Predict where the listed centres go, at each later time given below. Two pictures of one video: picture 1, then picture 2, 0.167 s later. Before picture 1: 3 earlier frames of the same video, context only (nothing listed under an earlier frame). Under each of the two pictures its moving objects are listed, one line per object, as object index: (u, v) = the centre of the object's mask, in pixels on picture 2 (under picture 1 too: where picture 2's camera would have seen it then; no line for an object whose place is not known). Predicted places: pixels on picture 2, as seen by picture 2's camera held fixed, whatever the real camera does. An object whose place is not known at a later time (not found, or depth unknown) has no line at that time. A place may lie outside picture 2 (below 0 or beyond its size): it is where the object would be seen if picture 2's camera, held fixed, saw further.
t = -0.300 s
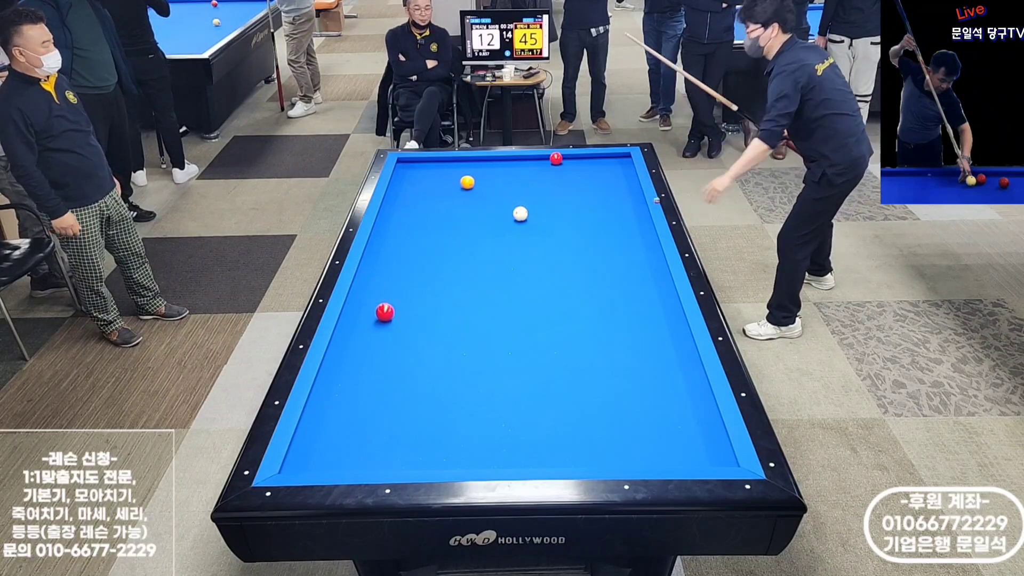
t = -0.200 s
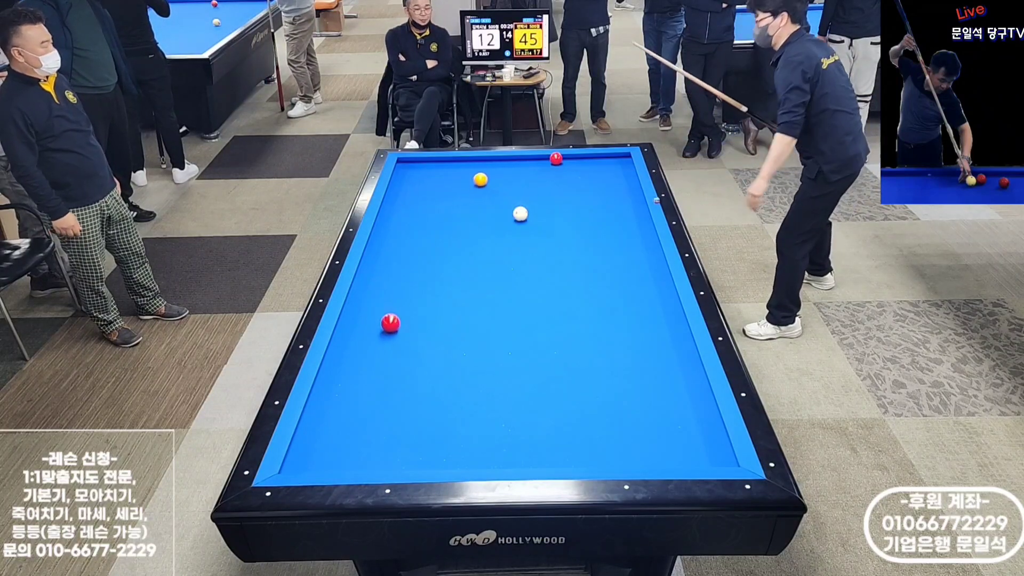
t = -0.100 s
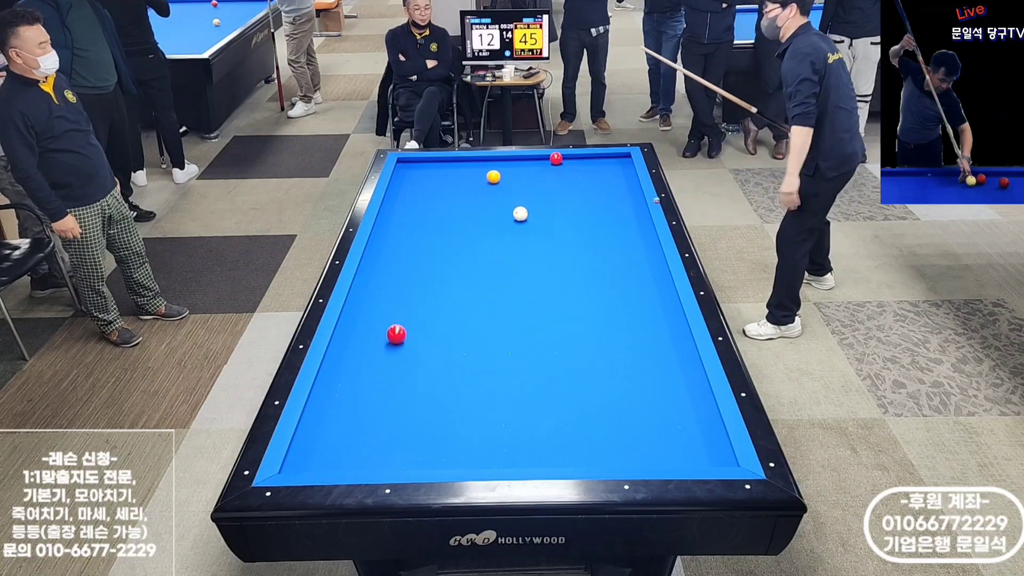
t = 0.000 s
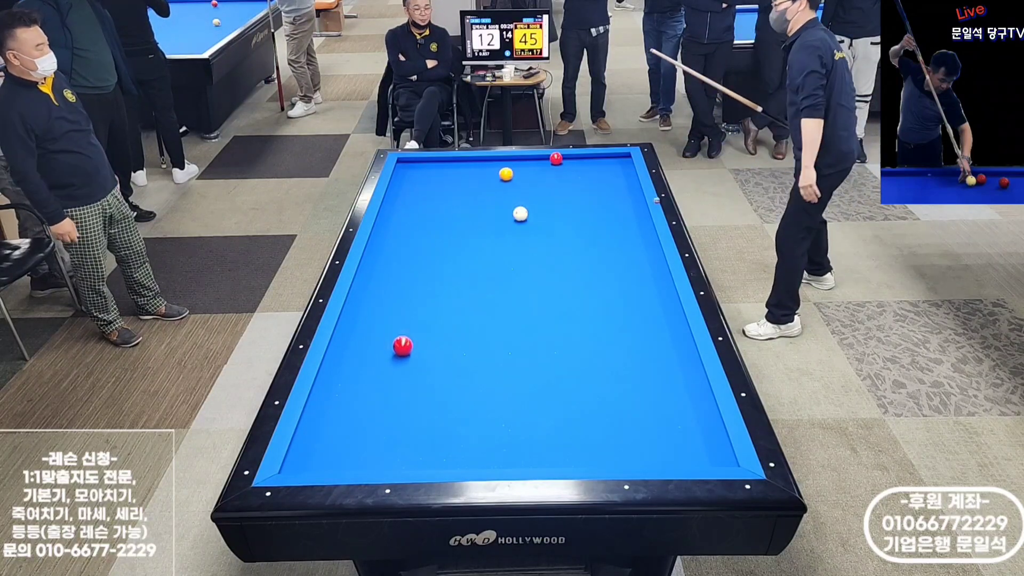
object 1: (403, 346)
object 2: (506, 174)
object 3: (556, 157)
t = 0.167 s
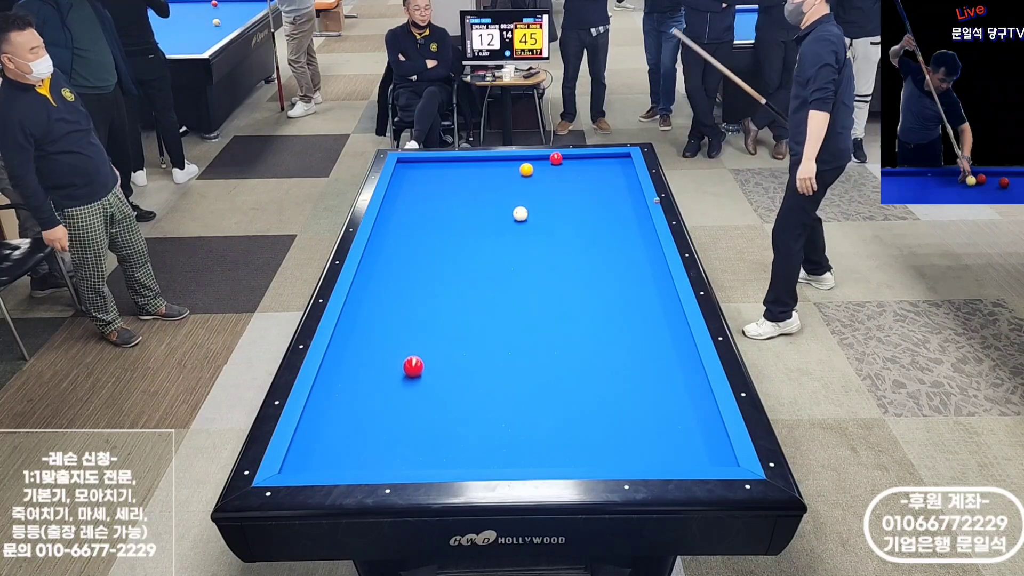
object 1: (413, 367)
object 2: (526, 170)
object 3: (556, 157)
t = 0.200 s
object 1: (415, 371)
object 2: (530, 169)
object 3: (556, 157)
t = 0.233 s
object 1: (418, 375)
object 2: (534, 168)
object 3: (556, 157)
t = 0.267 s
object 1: (420, 380)
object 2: (538, 167)
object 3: (556, 157)
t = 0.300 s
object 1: (422, 384)
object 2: (542, 166)
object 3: (556, 157)
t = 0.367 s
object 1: (427, 393)
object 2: (549, 165)
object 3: (557, 157)
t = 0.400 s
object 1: (430, 398)
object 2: (553, 164)
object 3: (557, 156)
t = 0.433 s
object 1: (432, 403)
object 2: (558, 163)
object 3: (555, 155)
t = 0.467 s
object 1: (434, 408)
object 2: (561, 163)
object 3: (554, 156)
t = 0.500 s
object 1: (437, 413)
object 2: (565, 162)
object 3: (555, 157)
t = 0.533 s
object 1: (439, 418)
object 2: (569, 162)
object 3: (556, 157)
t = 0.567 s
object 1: (442, 423)
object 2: (573, 162)
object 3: (556, 156)
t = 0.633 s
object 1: (447, 433)
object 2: (580, 161)
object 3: (556, 157)
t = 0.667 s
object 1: (450, 439)
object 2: (584, 161)
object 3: (556, 157)
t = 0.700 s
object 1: (453, 444)
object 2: (588, 160)
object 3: (556, 157)
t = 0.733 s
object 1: (456, 450)
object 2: (591, 160)
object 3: (556, 157)
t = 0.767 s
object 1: (459, 455)
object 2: (595, 160)
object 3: (556, 158)
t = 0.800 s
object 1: (462, 459)
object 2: (599, 159)
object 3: (556, 158)
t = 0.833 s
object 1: (465, 460)
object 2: (603, 159)
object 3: (556, 158)
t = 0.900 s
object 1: (472, 453)
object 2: (610, 158)
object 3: (557, 159)
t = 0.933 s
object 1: (475, 450)
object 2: (614, 158)
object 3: (557, 159)
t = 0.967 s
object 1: (479, 446)
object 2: (617, 158)
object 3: (557, 159)
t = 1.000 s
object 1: (482, 443)
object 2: (621, 157)
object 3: (557, 160)
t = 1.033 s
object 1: (485, 440)
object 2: (624, 157)
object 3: (557, 160)
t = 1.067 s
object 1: (488, 437)
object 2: (623, 157)
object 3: (557, 160)
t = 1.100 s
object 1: (492, 433)
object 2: (621, 157)
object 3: (557, 160)
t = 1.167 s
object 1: (498, 428)
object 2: (616, 157)
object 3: (557, 160)
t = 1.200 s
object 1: (501, 425)
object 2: (614, 157)
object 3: (557, 161)
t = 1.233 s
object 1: (504, 422)
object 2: (612, 157)
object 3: (557, 161)
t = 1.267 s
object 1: (507, 419)
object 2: (610, 157)
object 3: (557, 161)
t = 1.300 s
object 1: (510, 416)
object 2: (608, 157)
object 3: (557, 161)
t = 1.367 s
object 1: (515, 411)
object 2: (604, 158)
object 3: (557, 162)
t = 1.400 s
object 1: (518, 408)
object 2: (602, 158)
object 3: (557, 162)
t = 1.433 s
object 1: (521, 405)
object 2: (600, 158)
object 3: (557, 162)
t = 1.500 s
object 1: (526, 400)
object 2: (596, 158)
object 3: (557, 162)
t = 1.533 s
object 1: (529, 397)
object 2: (595, 158)
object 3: (557, 162)
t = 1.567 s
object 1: (532, 395)
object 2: (593, 158)
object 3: (557, 162)
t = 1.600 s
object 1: (534, 392)
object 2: (591, 158)
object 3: (557, 162)
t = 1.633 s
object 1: (537, 390)
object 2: (589, 158)
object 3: (557, 163)
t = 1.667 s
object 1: (539, 388)
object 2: (587, 158)
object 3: (557, 163)
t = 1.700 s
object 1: (542, 385)
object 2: (585, 158)
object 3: (558, 163)
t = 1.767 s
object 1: (547, 380)
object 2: (581, 158)
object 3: (558, 164)
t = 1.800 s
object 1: (549, 378)
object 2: (580, 159)
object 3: (558, 164)
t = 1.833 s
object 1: (551, 376)
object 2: (578, 159)
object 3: (558, 164)
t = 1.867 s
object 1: (554, 373)
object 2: (576, 159)
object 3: (558, 164)
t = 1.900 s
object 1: (556, 371)
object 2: (574, 159)
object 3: (558, 164)
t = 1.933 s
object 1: (559, 369)
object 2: (573, 159)
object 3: (558, 164)
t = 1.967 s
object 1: (561, 367)
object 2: (571, 159)
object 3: (558, 164)
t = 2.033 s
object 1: (565, 363)
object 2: (568, 159)
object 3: (558, 165)
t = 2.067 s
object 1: (568, 360)
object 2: (566, 159)
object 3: (558, 165)
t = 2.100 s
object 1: (570, 358)
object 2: (564, 158)
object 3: (558, 165)
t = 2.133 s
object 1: (572, 356)
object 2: (563, 158)
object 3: (558, 166)
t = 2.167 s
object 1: (574, 354)
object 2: (561, 158)
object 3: (559, 166)
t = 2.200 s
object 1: (576, 352)
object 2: (558, 158)
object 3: (559, 166)
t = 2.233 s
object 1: (578, 350)
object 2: (556, 158)
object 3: (559, 166)
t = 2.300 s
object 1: (582, 346)
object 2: (553, 159)
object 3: (559, 166)
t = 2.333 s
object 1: (584, 344)
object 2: (551, 159)
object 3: (559, 166)
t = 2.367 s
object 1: (587, 343)
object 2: (550, 160)
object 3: (559, 166)
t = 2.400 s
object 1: (589, 341)
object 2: (548, 160)
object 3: (559, 166)
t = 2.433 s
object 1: (590, 339)
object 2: (546, 160)
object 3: (559, 166)
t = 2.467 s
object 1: (592, 337)
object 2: (545, 160)
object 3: (559, 166)
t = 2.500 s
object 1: (594, 335)
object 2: (543, 160)
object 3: (559, 166)
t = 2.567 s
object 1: (598, 332)
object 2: (540, 160)
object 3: (559, 166)
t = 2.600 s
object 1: (600, 330)
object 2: (538, 160)
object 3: (559, 166)
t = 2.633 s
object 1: (602, 328)
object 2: (537, 161)
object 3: (559, 166)
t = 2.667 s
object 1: (604, 326)
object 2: (535, 161)
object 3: (559, 166)
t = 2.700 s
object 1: (606, 325)
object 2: (534, 161)
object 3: (559, 166)
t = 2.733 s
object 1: (607, 323)
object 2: (532, 161)
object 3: (559, 166)
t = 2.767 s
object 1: (609, 321)
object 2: (531, 161)
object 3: (559, 166)
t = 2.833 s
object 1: (613, 318)
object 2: (528, 161)
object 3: (559, 167)
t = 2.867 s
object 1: (614, 316)
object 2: (526, 161)
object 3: (559, 167)
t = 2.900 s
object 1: (616, 315)
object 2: (525, 161)
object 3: (559, 167)
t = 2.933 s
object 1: (618, 313)
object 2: (523, 162)
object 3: (559, 167)
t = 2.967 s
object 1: (620, 312)
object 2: (522, 162)
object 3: (559, 167)
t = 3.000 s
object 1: (621, 310)
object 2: (520, 162)
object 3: (559, 167)
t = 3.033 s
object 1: (623, 309)
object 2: (519, 162)
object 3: (559, 167)
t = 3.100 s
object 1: (626, 306)
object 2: (516, 162)
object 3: (559, 167)
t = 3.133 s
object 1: (627, 304)
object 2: (514, 162)
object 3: (559, 167)
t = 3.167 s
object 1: (629, 303)
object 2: (513, 162)
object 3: (559, 167)
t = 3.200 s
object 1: (631, 301)
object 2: (511, 162)
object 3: (559, 167)
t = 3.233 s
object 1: (632, 300)
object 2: (510, 162)
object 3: (559, 167)
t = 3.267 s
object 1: (634, 298)
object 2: (508, 162)
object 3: (559, 167)
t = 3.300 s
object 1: (635, 297)
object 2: (507, 163)
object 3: (559, 167)
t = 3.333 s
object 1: (637, 296)
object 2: (506, 163)
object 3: (559, 167)
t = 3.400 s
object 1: (640, 293)
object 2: (503, 163)
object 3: (559, 167)
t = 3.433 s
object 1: (641, 291)
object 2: (501, 163)
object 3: (559, 167)
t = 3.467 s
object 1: (643, 290)
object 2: (500, 163)
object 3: (559, 167)
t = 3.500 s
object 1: (644, 289)
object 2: (499, 163)
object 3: (559, 167)
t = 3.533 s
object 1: (646, 288)
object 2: (497, 163)
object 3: (559, 167)
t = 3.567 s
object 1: (647, 286)
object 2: (496, 163)
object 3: (559, 167)
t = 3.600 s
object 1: (649, 285)
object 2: (494, 163)
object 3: (559, 167)
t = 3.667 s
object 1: (652, 283)
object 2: (492, 164)
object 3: (559, 167)
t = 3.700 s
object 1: (653, 281)
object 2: (490, 164)
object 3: (559, 167)
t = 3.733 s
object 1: (654, 280)
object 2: (489, 164)
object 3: (559, 167)
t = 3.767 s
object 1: (655, 279)
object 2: (488, 164)
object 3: (559, 167)
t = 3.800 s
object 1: (657, 278)
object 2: (487, 164)
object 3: (559, 167)
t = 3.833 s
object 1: (658, 276)
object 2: (485, 164)
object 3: (559, 167)
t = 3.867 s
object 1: (660, 275)
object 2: (484, 164)
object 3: (559, 167)
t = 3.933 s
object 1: (662, 273)
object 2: (482, 164)
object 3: (559, 167)
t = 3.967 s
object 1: (661, 272)
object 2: (480, 164)
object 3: (559, 167)
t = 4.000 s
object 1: (660, 271)
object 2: (479, 164)
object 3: (559, 167)
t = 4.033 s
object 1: (658, 270)
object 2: (478, 164)
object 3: (559, 167)
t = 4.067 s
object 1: (657, 269)
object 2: (477, 165)
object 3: (559, 167)
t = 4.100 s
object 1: (656, 269)
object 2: (475, 165)
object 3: (559, 167)
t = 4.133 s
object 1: (655, 268)
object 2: (474, 165)
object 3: (559, 167)
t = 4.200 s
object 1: (653, 266)
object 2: (472, 165)
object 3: (559, 167)
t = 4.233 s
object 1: (652, 265)
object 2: (471, 165)
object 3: (559, 167)
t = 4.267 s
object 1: (651, 264)
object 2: (469, 165)
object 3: (559, 167)
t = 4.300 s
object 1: (649, 263)
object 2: (468, 165)
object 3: (559, 167)
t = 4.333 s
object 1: (648, 263)
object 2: (467, 165)
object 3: (559, 167)
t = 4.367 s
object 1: (647, 262)
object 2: (466, 165)
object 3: (559, 167)
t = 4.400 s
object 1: (646, 261)
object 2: (465, 165)
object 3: (559, 167)
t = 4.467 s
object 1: (644, 260)
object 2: (463, 166)
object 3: (559, 167)
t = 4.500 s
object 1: (643, 259)
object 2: (461, 166)
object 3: (559, 167)
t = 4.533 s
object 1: (642, 258)
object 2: (460, 166)
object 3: (559, 167)
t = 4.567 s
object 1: (641, 257)
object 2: (459, 166)
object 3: (559, 167)
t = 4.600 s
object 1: (640, 256)
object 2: (458, 166)
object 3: (559, 167)
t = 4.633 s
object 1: (639, 256)
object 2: (457, 166)
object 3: (559, 167)
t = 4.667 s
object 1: (639, 255)
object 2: (456, 166)
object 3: (559, 167)
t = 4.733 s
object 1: (637, 254)
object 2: (454, 166)
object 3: (559, 167)
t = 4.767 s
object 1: (636, 253)
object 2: (453, 166)
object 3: (559, 167)
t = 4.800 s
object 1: (635, 252)
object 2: (452, 166)
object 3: (559, 167)
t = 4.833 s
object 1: (634, 252)
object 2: (451, 166)
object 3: (559, 167)
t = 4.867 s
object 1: (633, 251)
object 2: (450, 166)
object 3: (559, 167)
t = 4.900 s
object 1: (632, 250)
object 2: (449, 166)
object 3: (559, 167)
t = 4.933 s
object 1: (631, 250)
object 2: (448, 166)
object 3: (559, 167)
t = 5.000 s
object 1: (629, 248)
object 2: (446, 167)
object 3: (559, 167)
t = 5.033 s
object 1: (629, 248)
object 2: (445, 167)
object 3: (559, 167)
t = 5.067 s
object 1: (628, 247)
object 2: (444, 167)
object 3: (559, 167)
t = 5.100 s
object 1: (627, 246)
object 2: (443, 167)
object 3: (559, 167)
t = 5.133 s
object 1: (626, 246)
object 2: (442, 167)
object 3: (559, 167)
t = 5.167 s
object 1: (625, 245)
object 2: (441, 167)
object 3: (559, 167)
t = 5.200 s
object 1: (624, 245)
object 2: (440, 167)
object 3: (559, 167)
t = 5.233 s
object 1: (624, 244)
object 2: (439, 167)
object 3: (559, 167)
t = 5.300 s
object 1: (622, 243)
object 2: (438, 167)
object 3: (559, 167)
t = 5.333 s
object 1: (621, 242)
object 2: (437, 167)
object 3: (559, 167)
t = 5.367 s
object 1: (620, 242)
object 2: (436, 167)
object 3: (559, 167)
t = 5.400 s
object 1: (620, 241)
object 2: (435, 167)
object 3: (559, 167)
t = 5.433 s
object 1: (619, 241)
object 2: (434, 167)
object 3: (559, 167)
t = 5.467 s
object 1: (618, 240)
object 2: (433, 167)
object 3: (559, 167)
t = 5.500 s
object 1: (617, 240)
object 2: (433, 167)
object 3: (559, 167)
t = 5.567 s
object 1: (616, 239)
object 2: (431, 168)
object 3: (559, 167)
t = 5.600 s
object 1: (615, 238)
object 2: (430, 168)
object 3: (559, 167)
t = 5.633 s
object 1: (614, 238)
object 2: (429, 168)
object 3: (559, 167)
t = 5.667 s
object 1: (613, 237)
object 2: (428, 168)
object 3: (559, 167)
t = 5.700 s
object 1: (613, 237)
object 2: (428, 168)
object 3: (559, 167)
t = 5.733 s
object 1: (612, 236)
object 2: (427, 168)
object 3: (559, 167)
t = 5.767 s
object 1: (611, 236)
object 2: (426, 168)
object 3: (559, 167)
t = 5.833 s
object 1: (610, 235)
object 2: (425, 168)
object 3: (559, 167)
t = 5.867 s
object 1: (609, 234)
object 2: (424, 168)
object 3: (559, 167)
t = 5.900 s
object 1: (608, 234)
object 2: (423, 168)
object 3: (559, 167)
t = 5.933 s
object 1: (608, 233)
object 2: (422, 168)
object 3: (559, 167)
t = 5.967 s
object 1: (607, 233)
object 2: (422, 168)
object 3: (559, 167)
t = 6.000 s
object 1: (607, 232)
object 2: (421, 168)
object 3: (559, 167)
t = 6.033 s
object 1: (606, 232)
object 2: (420, 168)
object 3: (559, 167)
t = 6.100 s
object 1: (605, 231)
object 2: (419, 168)
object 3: (559, 167)
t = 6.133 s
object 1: (604, 231)
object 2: (418, 169)
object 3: (559, 167)
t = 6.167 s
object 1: (603, 230)
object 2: (418, 169)
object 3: (559, 167)
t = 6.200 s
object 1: (603, 230)
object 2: (417, 169)
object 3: (559, 167)
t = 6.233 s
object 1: (602, 230)
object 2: (416, 169)
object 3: (559, 167)
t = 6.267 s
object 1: (602, 229)
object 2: (416, 169)
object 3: (559, 167)
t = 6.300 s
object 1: (601, 229)
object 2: (415, 169)
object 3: (559, 167)
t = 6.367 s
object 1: (600, 228)
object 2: (414, 169)
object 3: (559, 167)
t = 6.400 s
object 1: (599, 228)
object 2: (413, 169)
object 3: (559, 167)
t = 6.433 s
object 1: (599, 227)
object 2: (413, 169)
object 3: (559, 167)
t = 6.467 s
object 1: (598, 227)
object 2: (412, 169)
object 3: (559, 167)
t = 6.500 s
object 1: (598, 227)
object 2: (412, 169)
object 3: (559, 167)
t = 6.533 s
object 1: (597, 226)
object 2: (411, 169)
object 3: (559, 167)
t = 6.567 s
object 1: (596, 226)
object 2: (410, 169)
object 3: (559, 167)
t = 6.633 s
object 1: (595, 225)
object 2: (409, 169)
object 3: (559, 167)
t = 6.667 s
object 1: (595, 225)
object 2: (409, 169)
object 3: (559, 167)
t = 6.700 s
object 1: (594, 225)
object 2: (408, 169)
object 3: (559, 167)
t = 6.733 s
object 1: (594, 224)
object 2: (408, 169)
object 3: (559, 167)
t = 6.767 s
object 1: (593, 224)
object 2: (407, 169)
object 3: (559, 167)
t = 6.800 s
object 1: (593, 224)
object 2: (407, 169)
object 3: (559, 167)
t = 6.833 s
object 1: (592, 223)
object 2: (406, 169)
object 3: (559, 167)
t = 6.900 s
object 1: (592, 223)
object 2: (406, 169)
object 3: (559, 167)
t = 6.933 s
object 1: (591, 222)
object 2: (405, 169)
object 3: (559, 167)
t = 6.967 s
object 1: (590, 222)
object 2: (405, 169)
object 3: (559, 167)
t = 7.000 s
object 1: (590, 222)
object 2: (404, 169)
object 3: (559, 167)
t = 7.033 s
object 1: (590, 222)
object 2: (404, 170)
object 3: (559, 167)
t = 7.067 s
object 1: (589, 221)
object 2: (404, 170)
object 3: (559, 167)
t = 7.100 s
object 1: (589, 221)
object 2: (403, 170)
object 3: (559, 167)
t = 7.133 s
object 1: (588, 221)
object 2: (403, 170)
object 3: (559, 167)
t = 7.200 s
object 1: (587, 221)
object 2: (402, 170)
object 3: (559, 167)
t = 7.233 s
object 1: (587, 220)
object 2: (402, 170)
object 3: (559, 167)
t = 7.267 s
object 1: (586, 220)
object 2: (401, 170)
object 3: (559, 167)
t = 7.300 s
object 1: (586, 220)
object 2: (401, 170)
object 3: (559, 167)
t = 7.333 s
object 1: (586, 220)
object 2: (401, 170)
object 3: (559, 167)
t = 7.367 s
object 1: (585, 220)
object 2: (400, 170)
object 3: (559, 167)
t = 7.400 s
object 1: (585, 219)
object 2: (400, 170)
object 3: (559, 167)
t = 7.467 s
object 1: (584, 219)
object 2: (400, 170)
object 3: (559, 167)
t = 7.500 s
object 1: (584, 219)
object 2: (400, 170)
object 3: (559, 167)
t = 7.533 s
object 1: (583, 219)
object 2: (400, 170)
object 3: (559, 167)
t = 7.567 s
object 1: (583, 218)
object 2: (400, 170)
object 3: (559, 167)
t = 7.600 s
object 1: (582, 218)
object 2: (400, 170)
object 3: (559, 167)
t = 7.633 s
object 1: (582, 218)
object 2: (400, 170)
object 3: (559, 167)
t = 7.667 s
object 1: (582, 218)
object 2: (400, 170)
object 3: (559, 167)
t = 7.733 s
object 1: (581, 217)
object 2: (401, 170)
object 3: (559, 167)
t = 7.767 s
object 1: (581, 217)
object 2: (401, 170)
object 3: (559, 167)
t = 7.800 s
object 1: (580, 217)
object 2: (401, 170)
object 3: (559, 167)
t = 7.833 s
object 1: (580, 217)
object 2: (401, 170)
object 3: (559, 167)
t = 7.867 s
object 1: (580, 217)
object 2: (401, 170)
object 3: (559, 167)
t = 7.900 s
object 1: (580, 217)
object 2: (401, 170)
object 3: (559, 167)
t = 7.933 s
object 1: (579, 217)
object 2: (401, 170)
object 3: (559, 167)
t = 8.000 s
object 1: (579, 216)
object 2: (401, 170)
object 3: (559, 167)
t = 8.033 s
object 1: (578, 216)
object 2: (401, 170)
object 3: (559, 167)
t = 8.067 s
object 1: (578, 216)
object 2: (401, 170)
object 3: (559, 167)
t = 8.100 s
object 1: (578, 216)
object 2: (401, 170)
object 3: (559, 167)
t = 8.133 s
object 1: (577, 216)
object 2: (401, 170)
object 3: (559, 167)
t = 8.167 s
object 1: (577, 216)
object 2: (401, 170)
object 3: (559, 167)
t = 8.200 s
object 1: (577, 216)
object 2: (401, 171)
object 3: (559, 167)
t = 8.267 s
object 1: (576, 216)
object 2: (401, 171)
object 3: (559, 167)
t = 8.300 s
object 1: (576, 215)
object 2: (401, 171)
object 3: (559, 167)
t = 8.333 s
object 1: (576, 215)
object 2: (401, 171)
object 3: (559, 167)
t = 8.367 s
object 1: (576, 215)
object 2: (401, 171)
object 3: (559, 167)
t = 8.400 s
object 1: (576, 215)
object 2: (401, 171)
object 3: (559, 167)
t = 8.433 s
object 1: (575, 215)
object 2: (401, 171)
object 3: (559, 167)
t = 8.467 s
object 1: (575, 215)
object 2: (401, 171)
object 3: (559, 167)
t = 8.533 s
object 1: (575, 215)
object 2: (402, 171)
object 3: (559, 167)
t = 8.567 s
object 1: (574, 215)
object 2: (402, 171)
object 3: (559, 167)
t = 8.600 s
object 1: (574, 215)
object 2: (402, 171)
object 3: (559, 167)
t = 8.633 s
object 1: (574, 215)
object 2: (402, 171)
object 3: (559, 167)
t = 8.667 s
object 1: (574, 215)
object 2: (402, 171)
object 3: (559, 167)
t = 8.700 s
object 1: (574, 215)
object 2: (402, 171)
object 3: (559, 167)
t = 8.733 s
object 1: (573, 215)
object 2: (402, 171)
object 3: (559, 167)
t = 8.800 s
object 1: (573, 215)
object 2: (401, 171)
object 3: (559, 167)
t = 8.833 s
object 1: (573, 215)
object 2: (402, 171)
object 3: (559, 167)
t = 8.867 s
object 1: (573, 215)
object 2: (401, 171)
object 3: (559, 167)
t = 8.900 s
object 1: (573, 215)
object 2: (402, 171)
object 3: (559, 167)
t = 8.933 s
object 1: (573, 215)
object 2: (402, 171)
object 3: (559, 167)
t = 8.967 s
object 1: (573, 214)
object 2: (402, 171)
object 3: (559, 167)
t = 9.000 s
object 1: (572, 214)
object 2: (401, 171)
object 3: (559, 167)
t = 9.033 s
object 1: (572, 214)
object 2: (402, 171)
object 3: (559, 167)
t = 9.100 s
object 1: (572, 214)
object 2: (401, 171)
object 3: (559, 167)
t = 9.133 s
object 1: (572, 214)
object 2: (401, 171)
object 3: (559, 167)
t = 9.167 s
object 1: (572, 214)
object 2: (401, 171)
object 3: (559, 167)
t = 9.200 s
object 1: (572, 214)
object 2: (401, 171)
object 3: (559, 167)
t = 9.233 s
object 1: (572, 214)
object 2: (402, 171)
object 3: (559, 167)
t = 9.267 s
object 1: (572, 214)
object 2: (402, 171)
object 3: (559, 167)
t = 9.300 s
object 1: (572, 214)
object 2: (402, 171)
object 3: (559, 167)
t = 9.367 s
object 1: (571, 214)
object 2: (402, 171)
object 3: (559, 167)
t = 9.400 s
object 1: (571, 214)
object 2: (402, 171)
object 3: (559, 167)
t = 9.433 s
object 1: (572, 214)
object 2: (402, 171)
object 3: (559, 167)
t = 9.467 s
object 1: (571, 214)
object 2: (402, 171)
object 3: (559, 167)
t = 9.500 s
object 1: (571, 214)
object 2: (401, 171)
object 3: (559, 167)
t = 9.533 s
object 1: (571, 214)
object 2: (402, 171)
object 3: (559, 167)
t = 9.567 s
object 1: (571, 214)
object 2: (402, 171)
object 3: (559, 167)
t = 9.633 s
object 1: (571, 214)
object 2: (402, 171)
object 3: (559, 167)
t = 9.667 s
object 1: (571, 214)
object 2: (402, 171)
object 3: (559, 167)
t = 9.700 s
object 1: (571, 214)
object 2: (402, 171)
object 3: (559, 167)
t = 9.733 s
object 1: (571, 214)
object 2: (402, 171)
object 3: (559, 167)
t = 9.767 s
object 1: (571, 214)
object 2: (402, 171)
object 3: (559, 167)
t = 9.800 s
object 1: (571, 214)
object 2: (402, 171)
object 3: (559, 167)
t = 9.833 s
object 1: (571, 214)
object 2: (402, 171)
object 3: (559, 167)
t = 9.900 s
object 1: (571, 214)
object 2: (402, 171)
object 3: (559, 167)
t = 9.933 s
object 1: (571, 214)
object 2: (402, 171)
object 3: (559, 167)
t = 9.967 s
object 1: (571, 214)
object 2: (402, 171)
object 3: (559, 167)
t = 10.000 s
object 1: (571, 214)
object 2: (402, 171)
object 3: (559, 167)
